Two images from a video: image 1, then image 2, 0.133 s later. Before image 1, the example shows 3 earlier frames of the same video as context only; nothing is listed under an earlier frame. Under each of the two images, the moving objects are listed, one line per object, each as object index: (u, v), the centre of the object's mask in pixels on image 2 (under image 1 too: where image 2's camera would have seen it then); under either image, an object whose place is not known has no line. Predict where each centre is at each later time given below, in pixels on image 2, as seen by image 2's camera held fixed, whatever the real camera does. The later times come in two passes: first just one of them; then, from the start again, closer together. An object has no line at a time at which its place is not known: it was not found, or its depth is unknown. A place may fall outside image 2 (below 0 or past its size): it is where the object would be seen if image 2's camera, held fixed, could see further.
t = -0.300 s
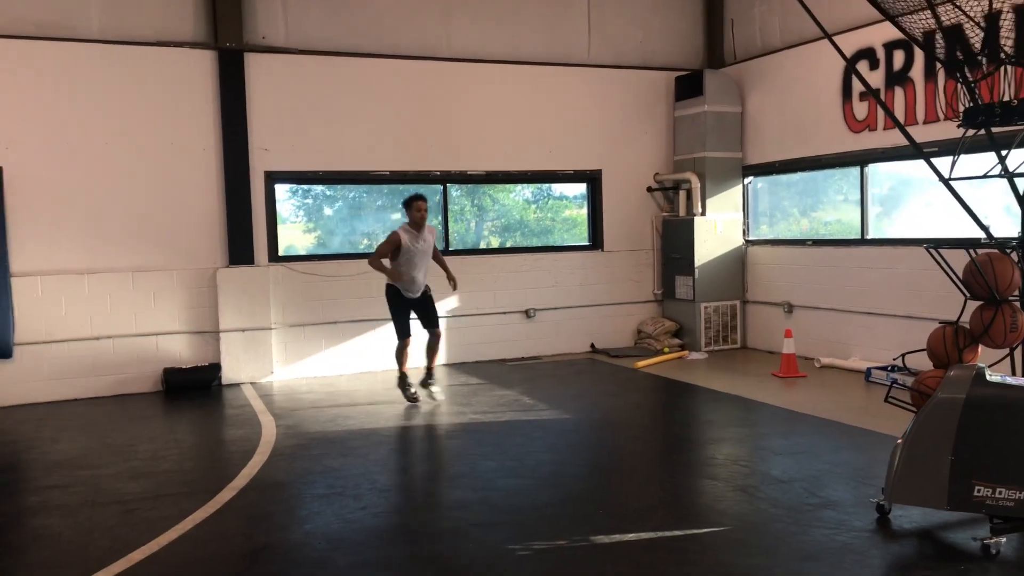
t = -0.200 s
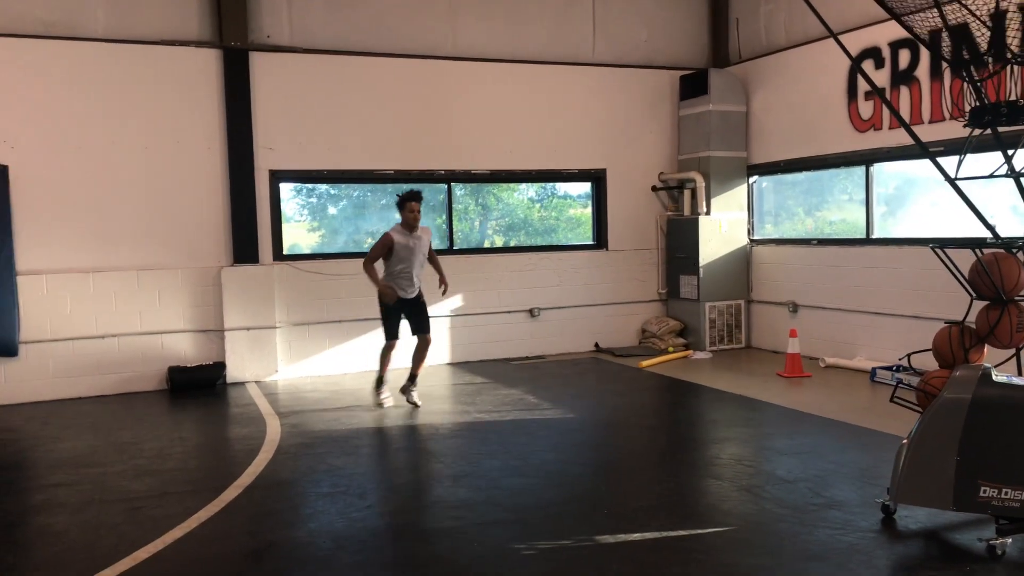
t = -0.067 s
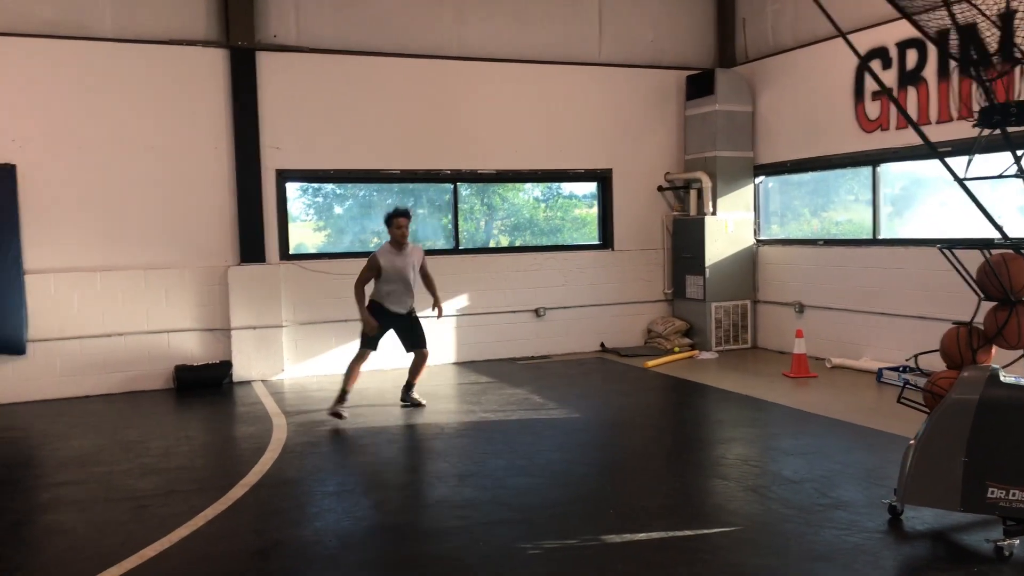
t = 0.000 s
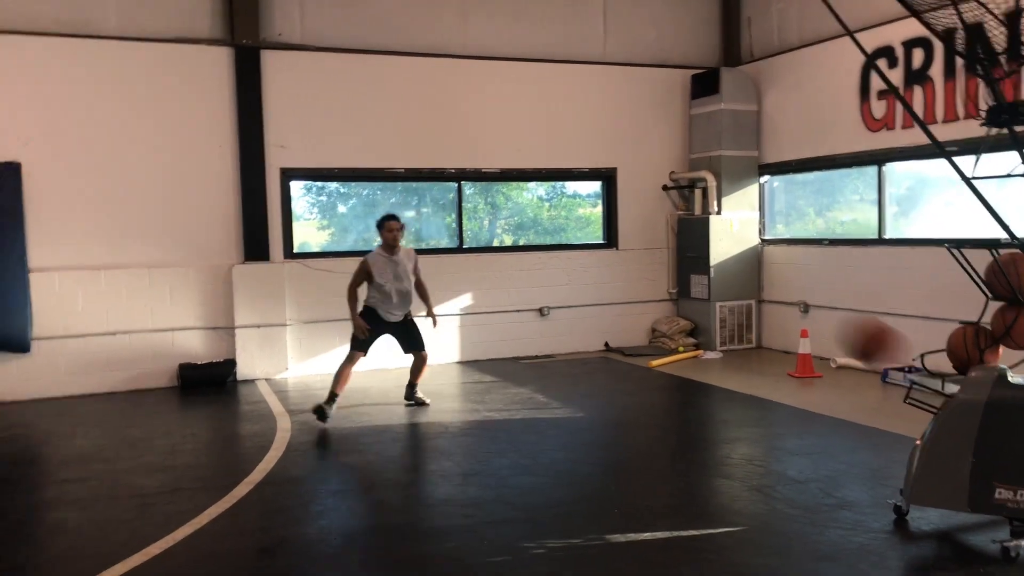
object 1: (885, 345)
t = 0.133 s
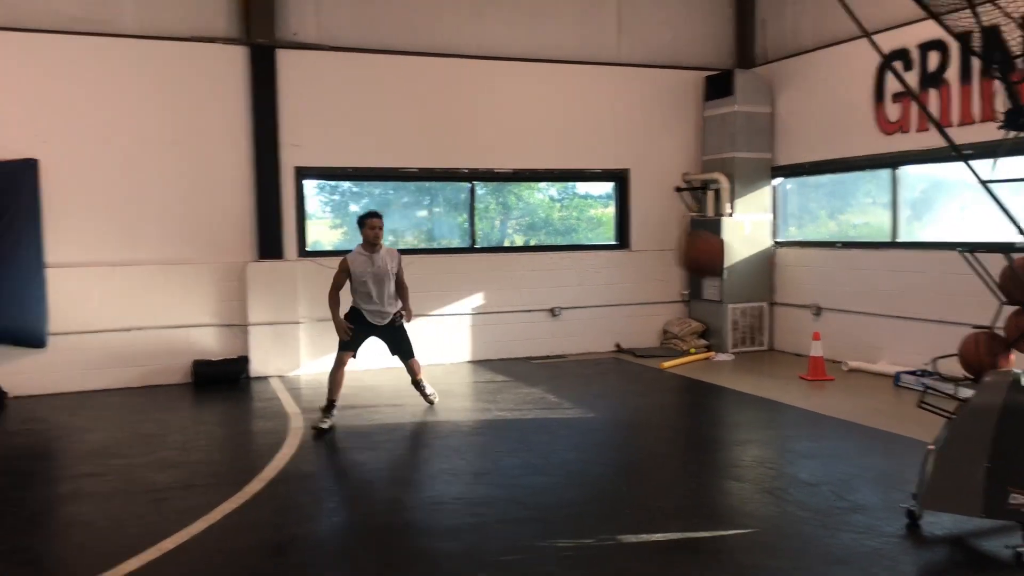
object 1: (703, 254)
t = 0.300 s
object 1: (520, 202)
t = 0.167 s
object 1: (662, 238)
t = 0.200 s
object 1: (628, 225)
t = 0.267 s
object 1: (555, 209)
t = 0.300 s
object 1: (520, 202)
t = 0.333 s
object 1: (490, 199)
